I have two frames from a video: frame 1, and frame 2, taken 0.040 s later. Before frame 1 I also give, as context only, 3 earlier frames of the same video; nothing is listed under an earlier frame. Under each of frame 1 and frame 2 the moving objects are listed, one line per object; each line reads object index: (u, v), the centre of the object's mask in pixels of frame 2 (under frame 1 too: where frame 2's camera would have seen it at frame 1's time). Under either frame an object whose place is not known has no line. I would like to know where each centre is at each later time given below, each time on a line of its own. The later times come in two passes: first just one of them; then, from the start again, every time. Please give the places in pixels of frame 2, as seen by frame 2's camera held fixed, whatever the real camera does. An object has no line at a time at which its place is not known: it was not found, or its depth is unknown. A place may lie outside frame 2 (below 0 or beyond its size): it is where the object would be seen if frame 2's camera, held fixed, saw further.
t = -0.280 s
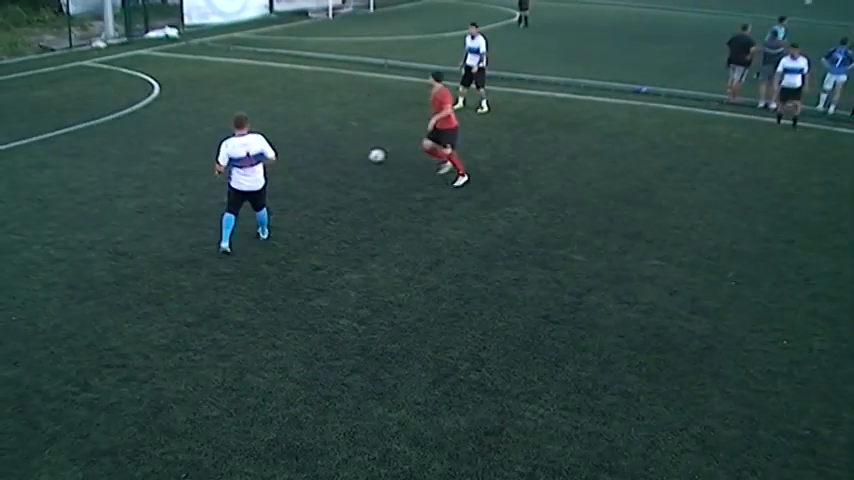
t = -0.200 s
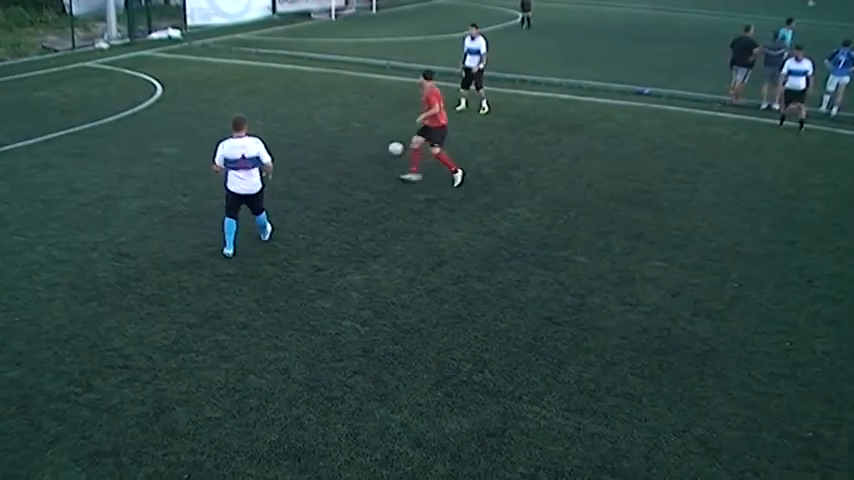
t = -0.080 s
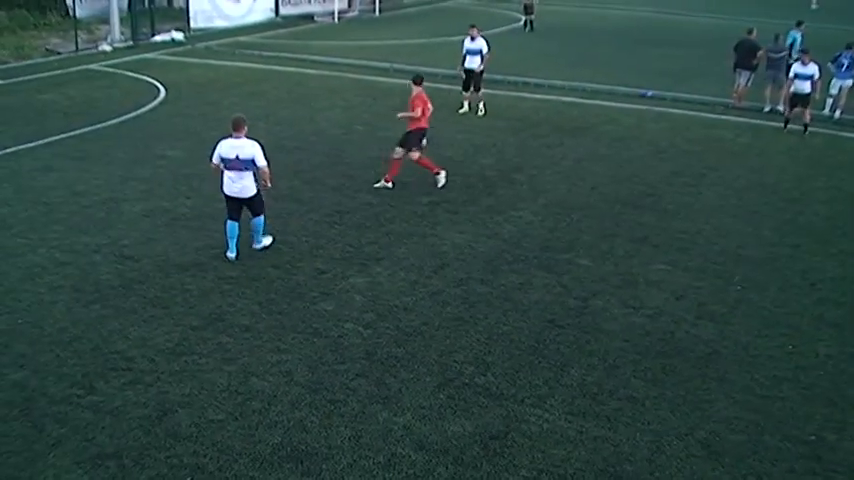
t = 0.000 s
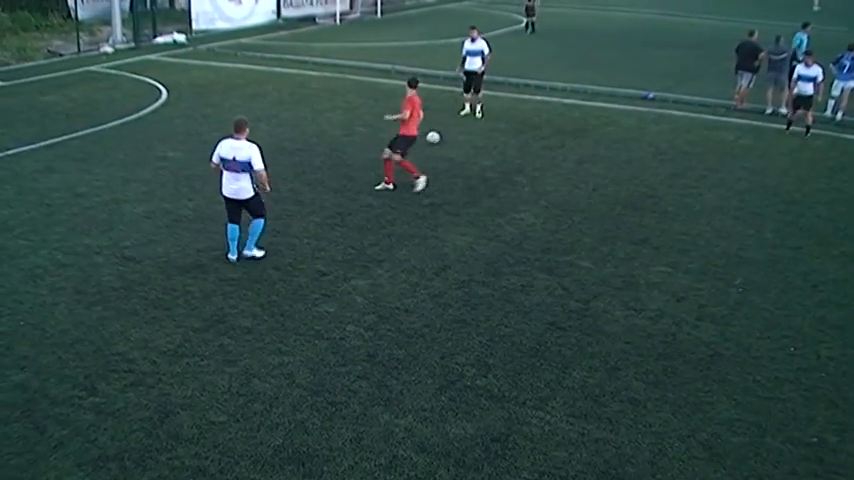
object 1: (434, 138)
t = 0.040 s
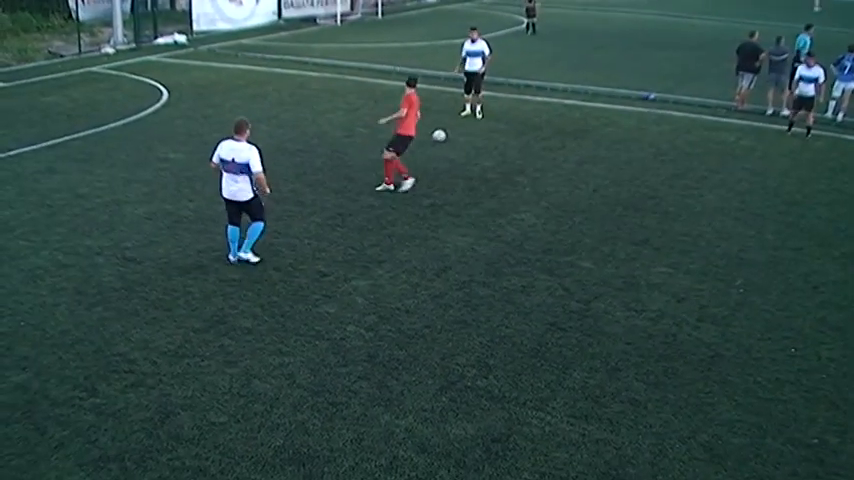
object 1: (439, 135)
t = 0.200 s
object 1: (458, 126)
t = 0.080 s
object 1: (444, 133)
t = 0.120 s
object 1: (449, 131)
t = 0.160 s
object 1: (454, 128)
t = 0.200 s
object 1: (458, 126)
